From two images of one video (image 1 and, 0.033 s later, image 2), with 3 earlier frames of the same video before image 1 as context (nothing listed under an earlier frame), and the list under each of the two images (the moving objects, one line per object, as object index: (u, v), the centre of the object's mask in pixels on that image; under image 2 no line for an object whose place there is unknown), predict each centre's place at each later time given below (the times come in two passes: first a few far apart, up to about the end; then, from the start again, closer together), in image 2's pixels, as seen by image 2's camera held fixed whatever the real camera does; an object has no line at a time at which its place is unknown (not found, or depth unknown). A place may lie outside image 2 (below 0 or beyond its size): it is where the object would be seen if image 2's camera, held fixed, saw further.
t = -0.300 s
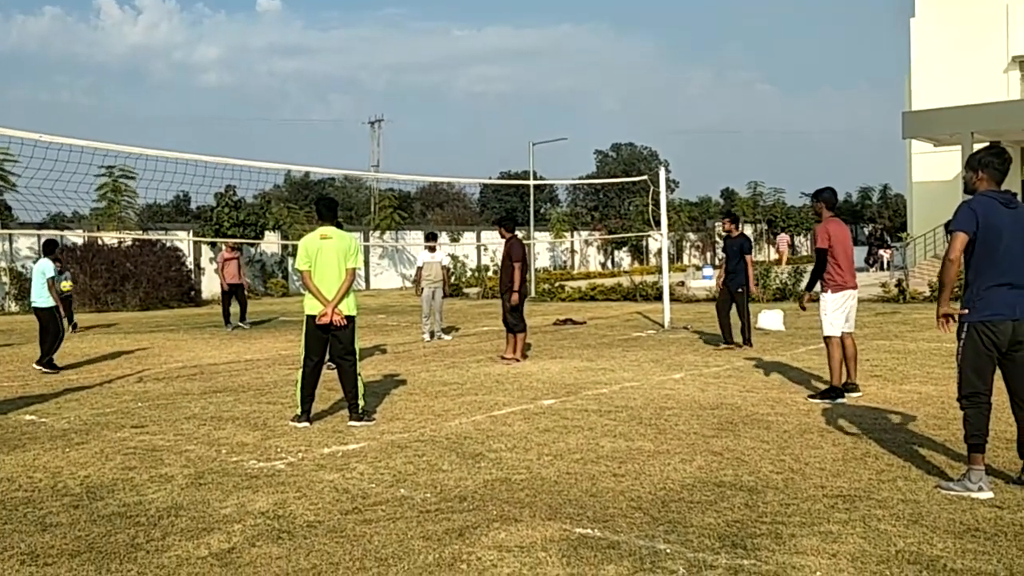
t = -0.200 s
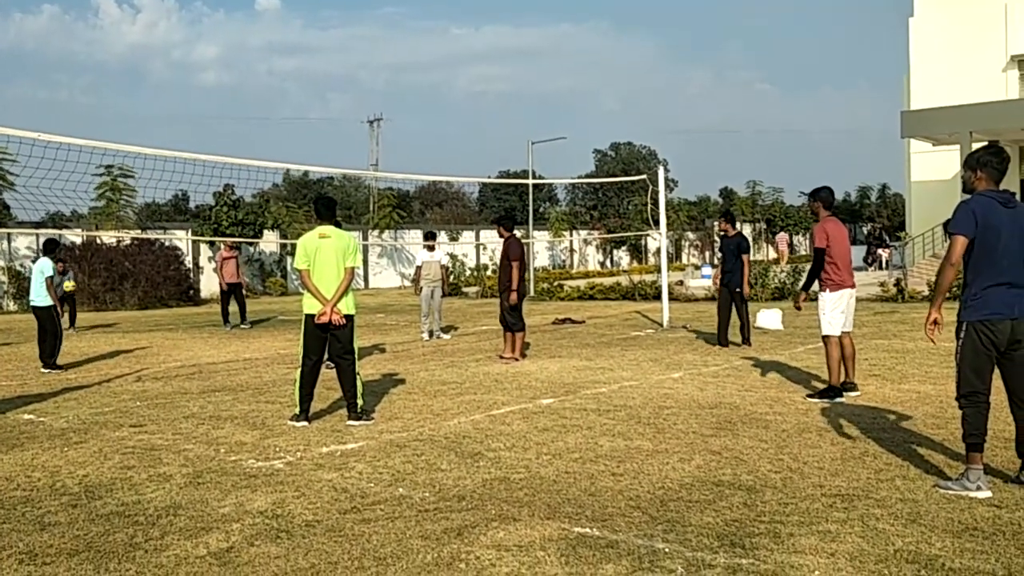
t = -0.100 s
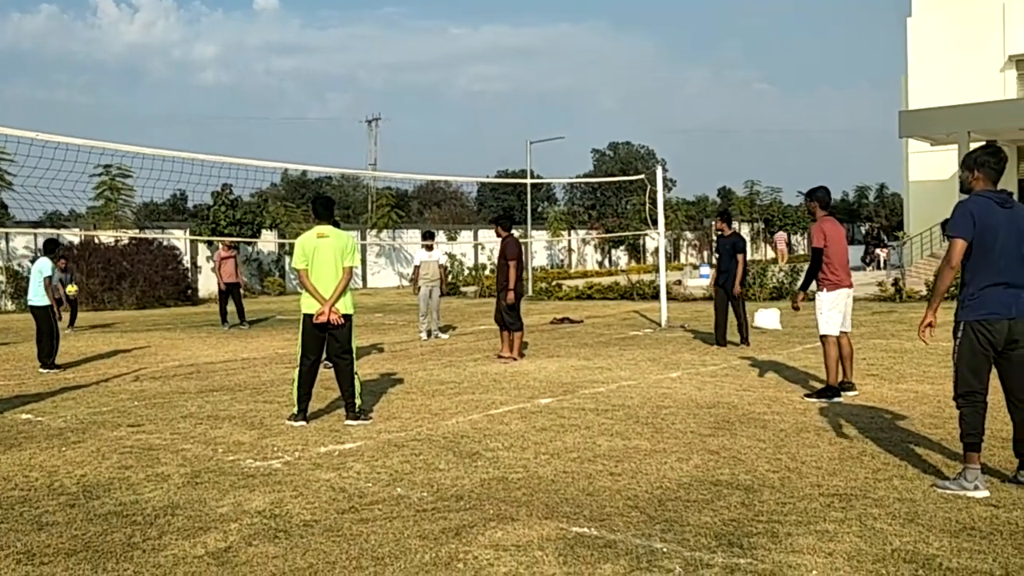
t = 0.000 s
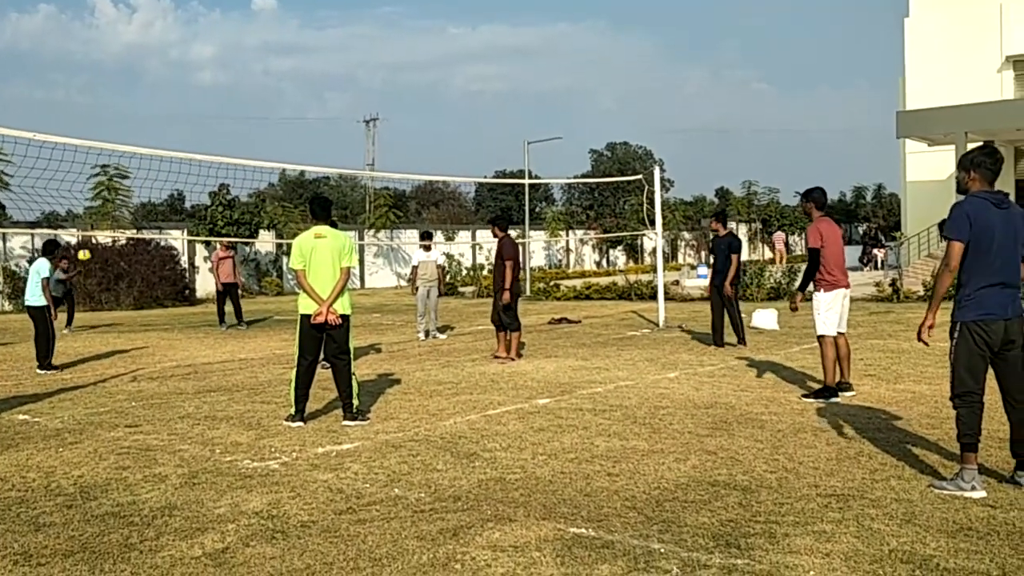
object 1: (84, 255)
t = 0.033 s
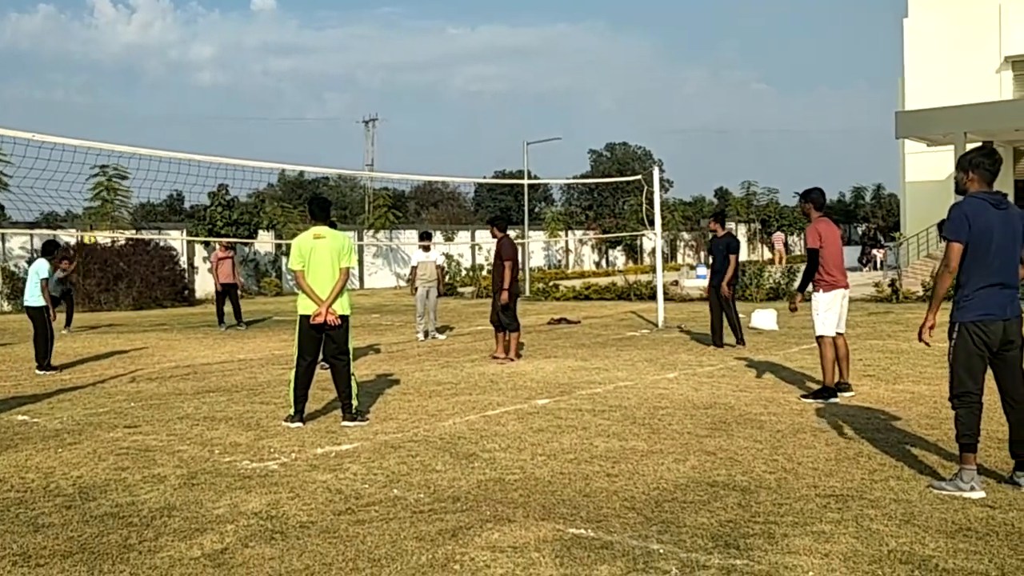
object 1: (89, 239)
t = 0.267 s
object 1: (143, 130)
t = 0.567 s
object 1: (229, 25)
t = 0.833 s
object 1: (324, -27)
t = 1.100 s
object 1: (440, -29)
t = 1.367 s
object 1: (582, 41)
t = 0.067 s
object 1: (96, 222)
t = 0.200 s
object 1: (126, 159)
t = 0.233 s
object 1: (134, 143)
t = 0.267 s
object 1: (143, 130)
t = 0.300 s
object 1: (151, 116)
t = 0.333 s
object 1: (160, 103)
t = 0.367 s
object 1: (170, 90)
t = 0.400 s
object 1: (179, 78)
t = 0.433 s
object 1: (188, 66)
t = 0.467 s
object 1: (198, 55)
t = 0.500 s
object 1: (208, 45)
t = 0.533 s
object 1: (219, 35)
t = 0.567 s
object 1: (229, 25)
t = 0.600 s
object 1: (240, 17)
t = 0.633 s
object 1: (251, 8)
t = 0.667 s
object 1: (263, 1)
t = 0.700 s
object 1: (274, -6)
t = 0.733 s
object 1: (286, -13)
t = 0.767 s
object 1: (298, -18)
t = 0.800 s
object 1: (311, -23)
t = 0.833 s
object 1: (324, -27)
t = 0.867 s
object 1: (337, -31)
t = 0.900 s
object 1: (351, -33)
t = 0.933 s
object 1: (365, -35)
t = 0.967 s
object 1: (379, -36)
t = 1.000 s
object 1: (394, -35)
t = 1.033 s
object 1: (409, -34)
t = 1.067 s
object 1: (425, -32)
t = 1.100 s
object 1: (440, -29)
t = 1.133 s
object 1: (456, -25)
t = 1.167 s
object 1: (472, -19)
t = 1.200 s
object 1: (489, -12)
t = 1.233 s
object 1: (507, -4)
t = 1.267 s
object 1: (525, 5)
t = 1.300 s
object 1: (543, 16)
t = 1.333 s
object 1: (562, 28)
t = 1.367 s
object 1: (582, 41)
